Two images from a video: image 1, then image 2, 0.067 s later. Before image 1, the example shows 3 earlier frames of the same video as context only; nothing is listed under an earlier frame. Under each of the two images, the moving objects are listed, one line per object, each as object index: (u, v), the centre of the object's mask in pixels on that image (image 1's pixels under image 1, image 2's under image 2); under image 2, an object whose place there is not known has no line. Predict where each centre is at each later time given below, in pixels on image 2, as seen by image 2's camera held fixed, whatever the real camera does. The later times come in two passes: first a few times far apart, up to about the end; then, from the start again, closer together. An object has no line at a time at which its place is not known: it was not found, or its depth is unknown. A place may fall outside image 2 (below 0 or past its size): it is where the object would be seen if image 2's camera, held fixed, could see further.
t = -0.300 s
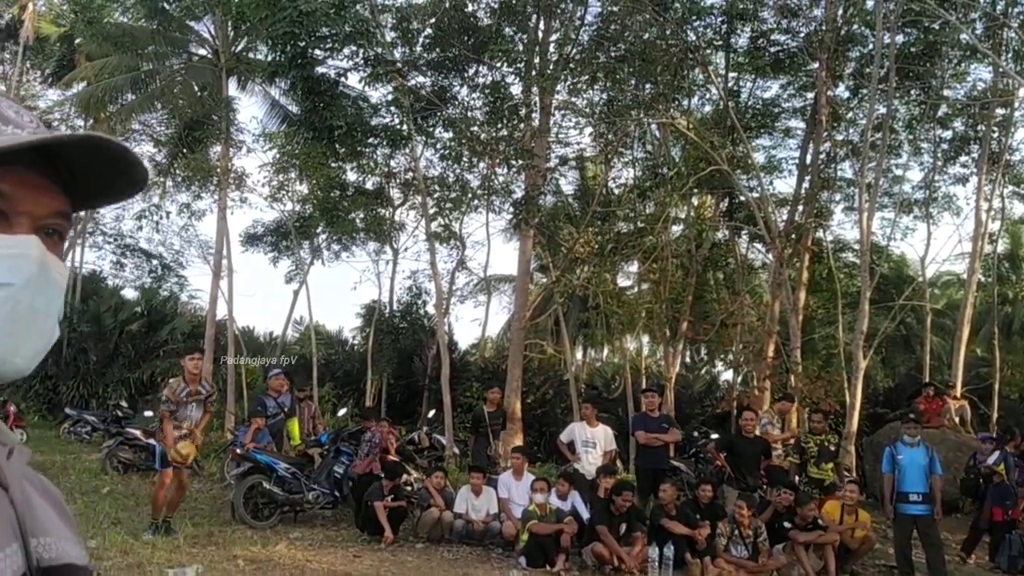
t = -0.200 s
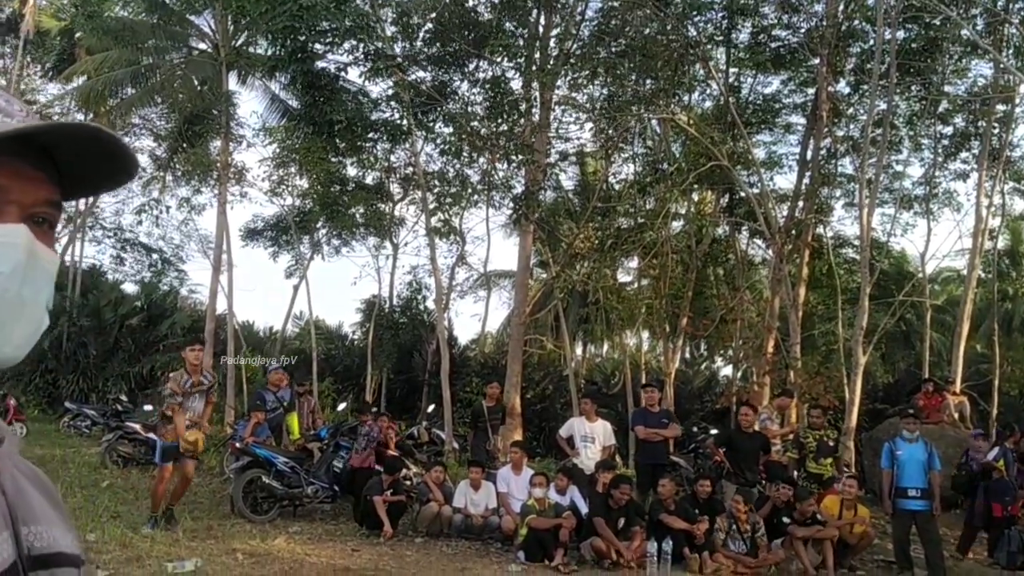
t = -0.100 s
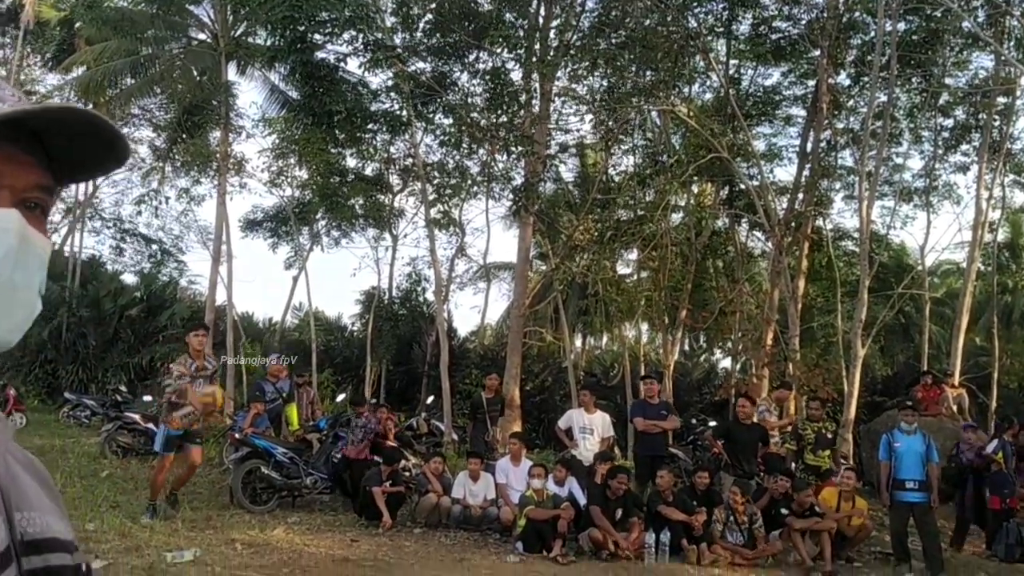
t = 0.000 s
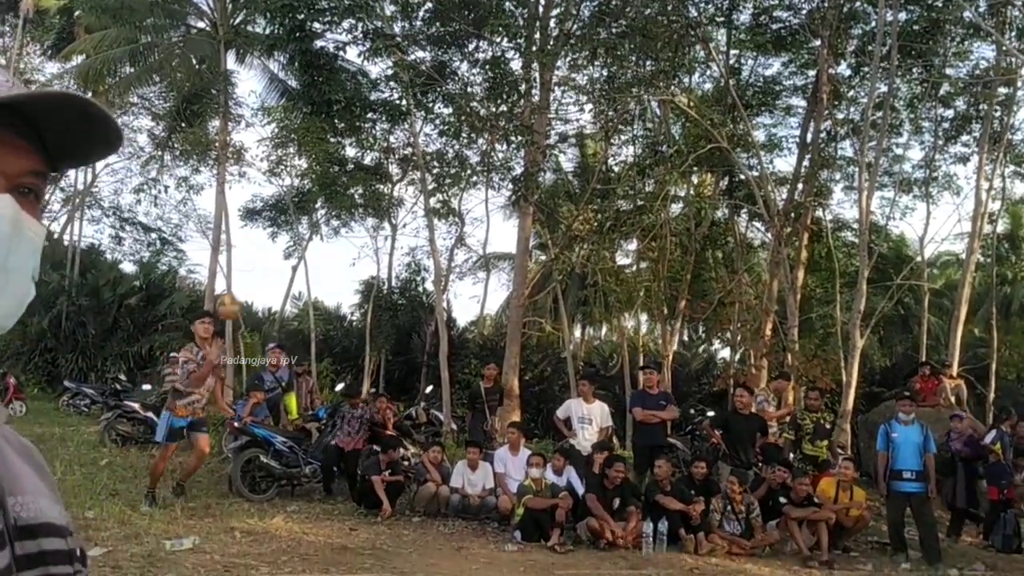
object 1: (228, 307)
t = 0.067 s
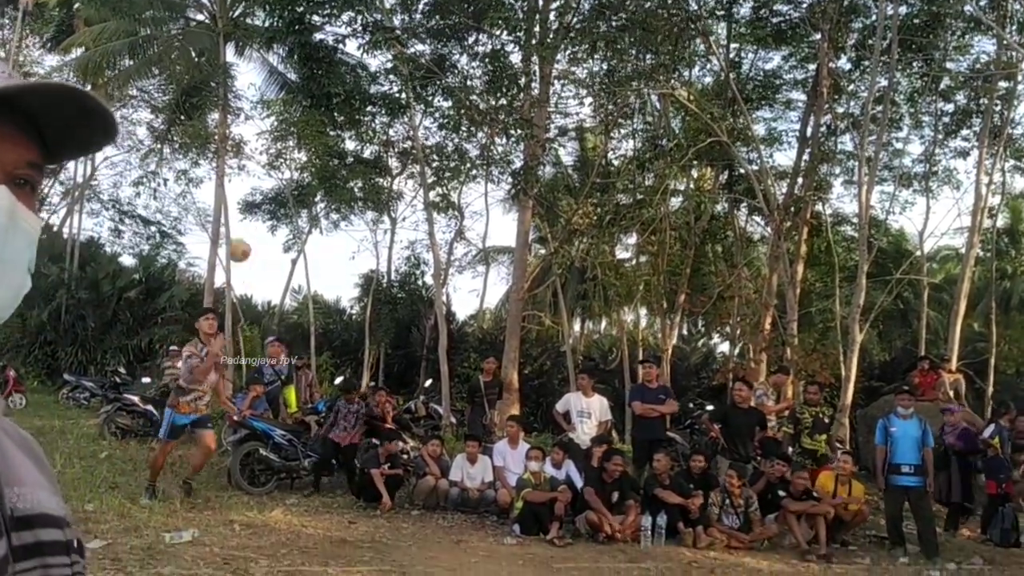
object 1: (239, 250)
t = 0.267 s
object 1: (266, 128)
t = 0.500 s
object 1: (295, 38)
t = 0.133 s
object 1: (247, 205)
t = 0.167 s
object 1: (252, 185)
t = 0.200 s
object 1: (257, 164)
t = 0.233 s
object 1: (261, 145)
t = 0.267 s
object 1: (266, 128)
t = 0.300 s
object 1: (270, 112)
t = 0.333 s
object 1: (275, 96)
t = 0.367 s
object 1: (278, 82)
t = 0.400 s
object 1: (282, 70)
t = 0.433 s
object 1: (287, 57)
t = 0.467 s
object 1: (292, 46)
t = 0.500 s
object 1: (295, 38)
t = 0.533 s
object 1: (298, 29)
